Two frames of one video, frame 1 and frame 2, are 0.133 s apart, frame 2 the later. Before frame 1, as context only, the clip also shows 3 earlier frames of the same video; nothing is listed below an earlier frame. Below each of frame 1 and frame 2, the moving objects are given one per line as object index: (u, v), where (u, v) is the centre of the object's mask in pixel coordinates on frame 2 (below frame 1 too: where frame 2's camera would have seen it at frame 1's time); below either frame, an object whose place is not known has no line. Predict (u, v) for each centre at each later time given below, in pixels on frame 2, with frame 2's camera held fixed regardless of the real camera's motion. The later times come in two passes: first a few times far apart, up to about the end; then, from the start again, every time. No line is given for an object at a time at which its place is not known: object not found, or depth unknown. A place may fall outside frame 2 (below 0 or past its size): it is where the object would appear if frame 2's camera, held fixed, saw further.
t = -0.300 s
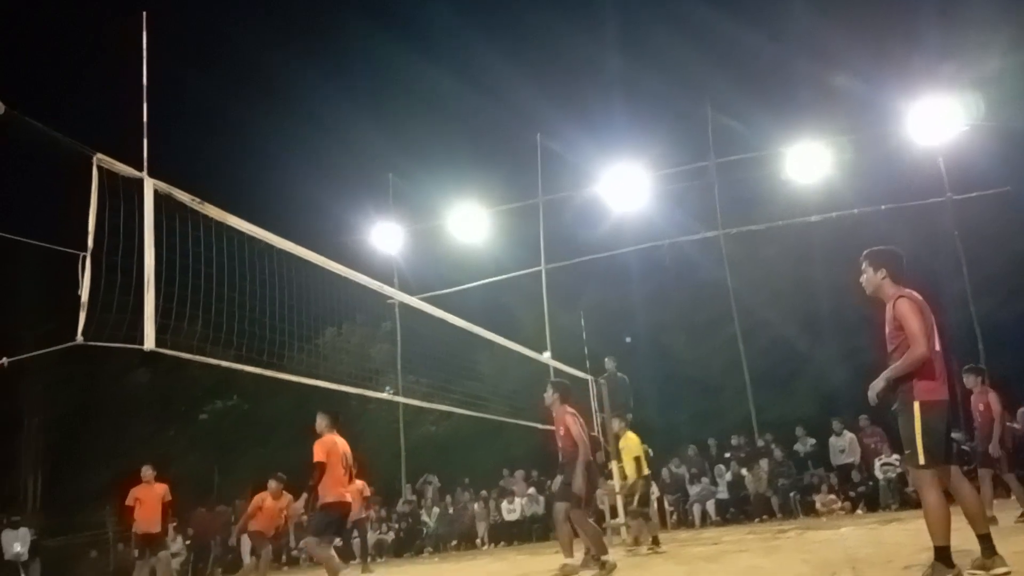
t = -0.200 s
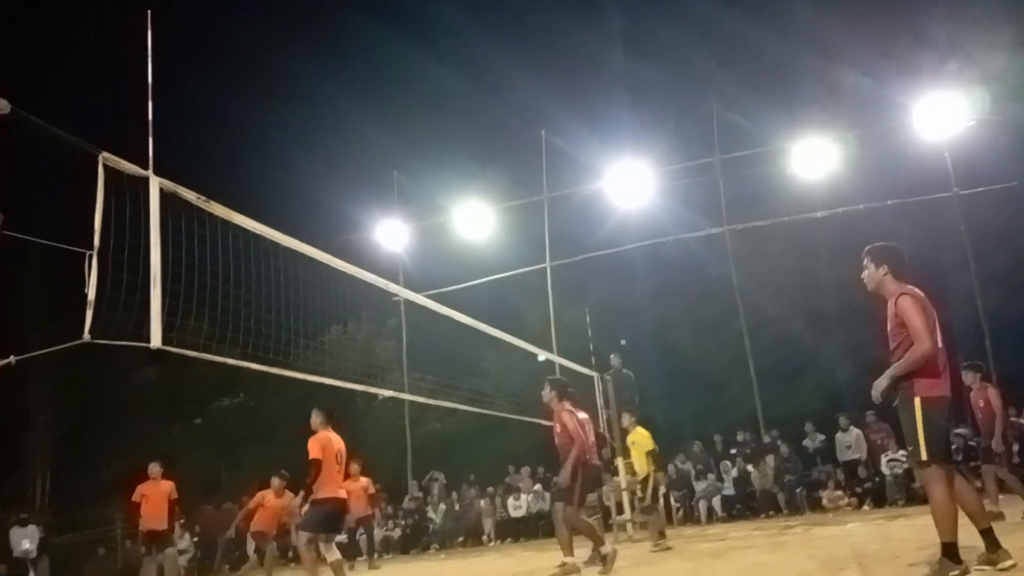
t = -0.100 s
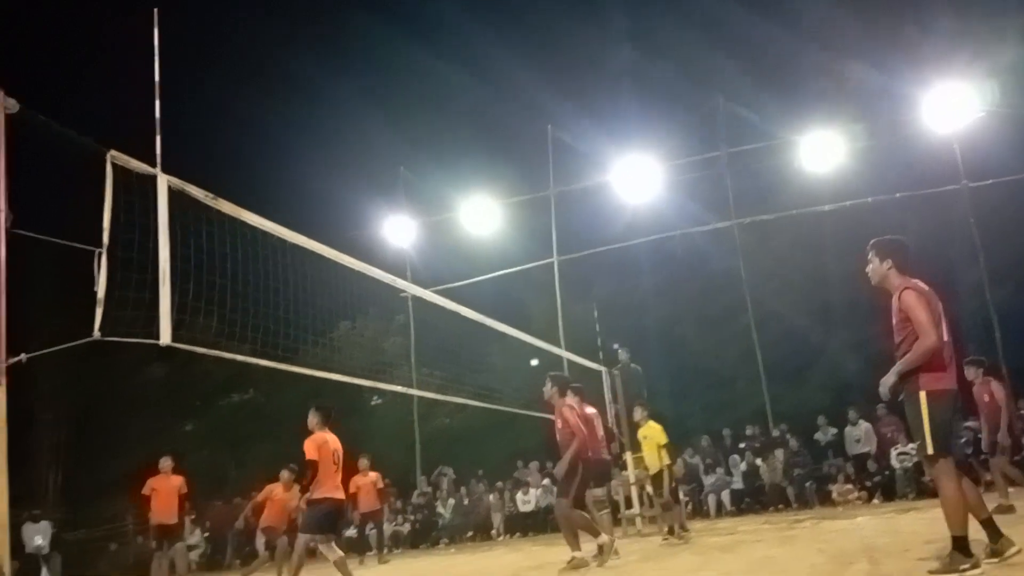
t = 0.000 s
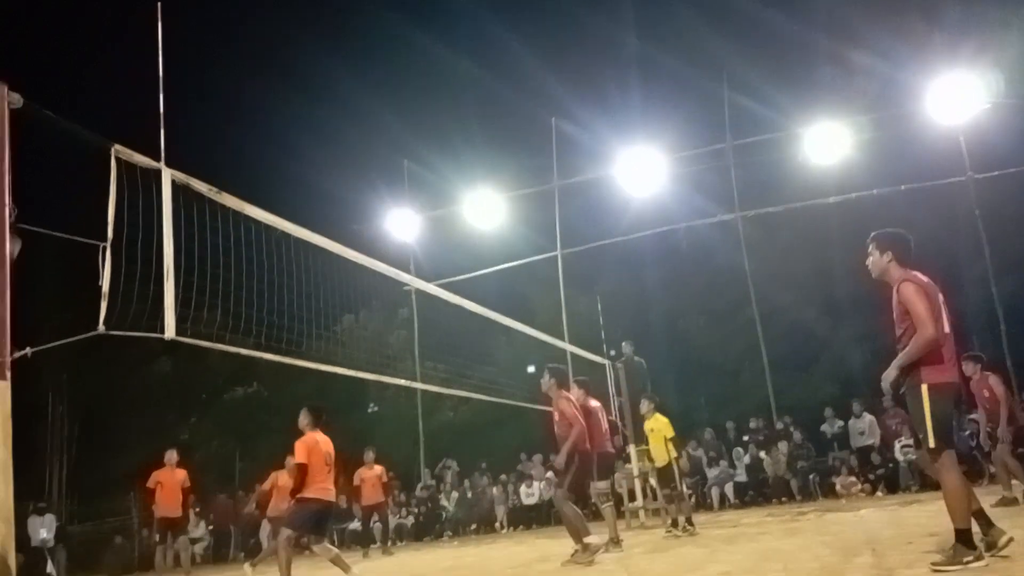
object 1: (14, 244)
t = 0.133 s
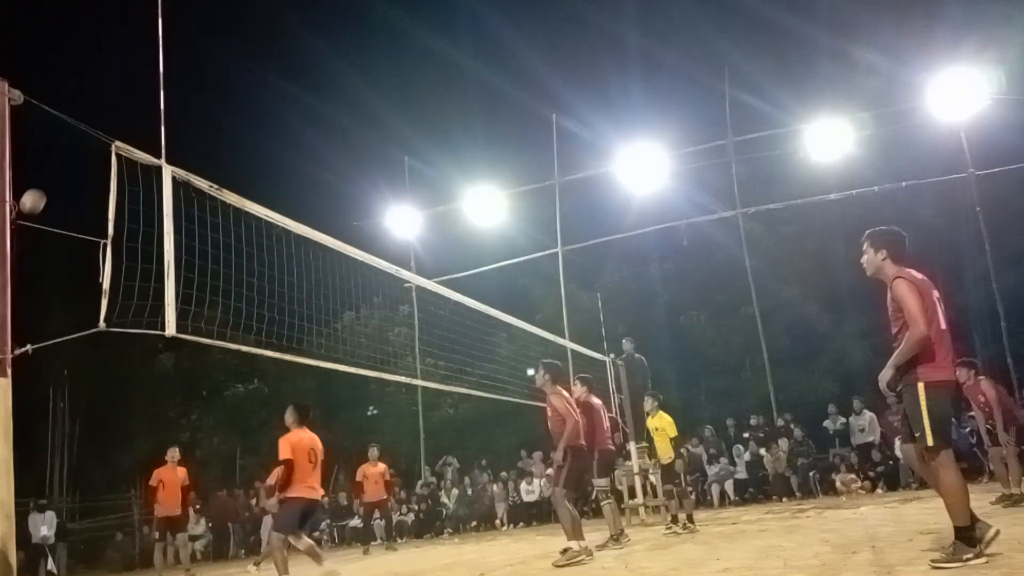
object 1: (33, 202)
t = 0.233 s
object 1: (50, 180)
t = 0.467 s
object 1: (93, 158)
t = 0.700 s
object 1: (136, 185)
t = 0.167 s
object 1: (38, 194)
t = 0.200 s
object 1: (44, 187)
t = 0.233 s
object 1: (50, 180)
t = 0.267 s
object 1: (57, 174)
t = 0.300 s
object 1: (63, 170)
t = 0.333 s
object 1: (69, 165)
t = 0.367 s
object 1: (75, 162)
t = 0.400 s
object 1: (80, 159)
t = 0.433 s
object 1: (87, 158)
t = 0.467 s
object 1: (93, 158)
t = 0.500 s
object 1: (98, 159)
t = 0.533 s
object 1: (102, 160)
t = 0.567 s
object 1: (112, 164)
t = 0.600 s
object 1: (119, 167)
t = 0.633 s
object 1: (127, 172)
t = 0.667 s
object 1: (131, 178)
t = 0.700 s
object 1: (136, 185)
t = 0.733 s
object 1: (143, 194)
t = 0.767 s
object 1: (150, 203)
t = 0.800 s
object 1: (153, 211)
